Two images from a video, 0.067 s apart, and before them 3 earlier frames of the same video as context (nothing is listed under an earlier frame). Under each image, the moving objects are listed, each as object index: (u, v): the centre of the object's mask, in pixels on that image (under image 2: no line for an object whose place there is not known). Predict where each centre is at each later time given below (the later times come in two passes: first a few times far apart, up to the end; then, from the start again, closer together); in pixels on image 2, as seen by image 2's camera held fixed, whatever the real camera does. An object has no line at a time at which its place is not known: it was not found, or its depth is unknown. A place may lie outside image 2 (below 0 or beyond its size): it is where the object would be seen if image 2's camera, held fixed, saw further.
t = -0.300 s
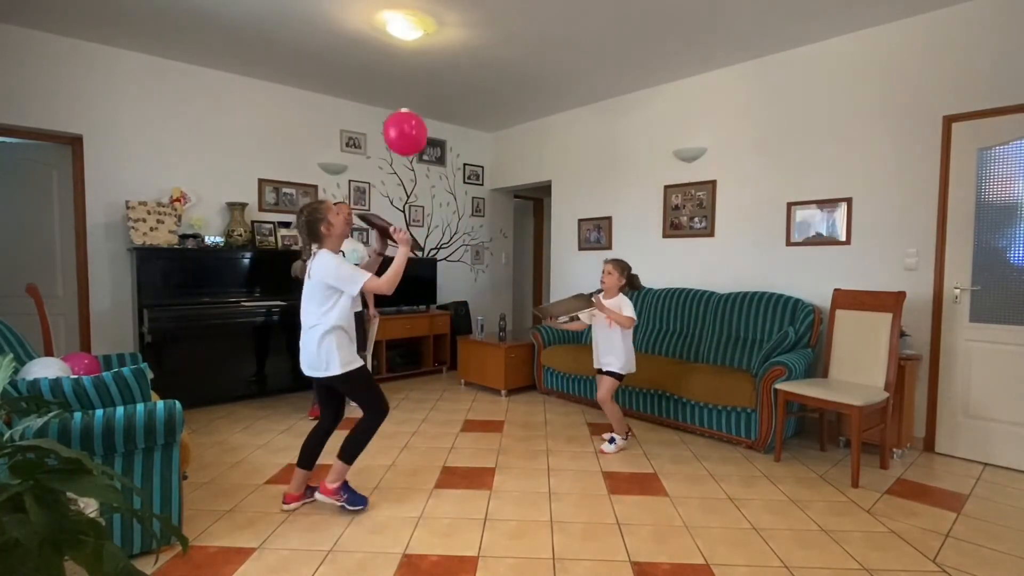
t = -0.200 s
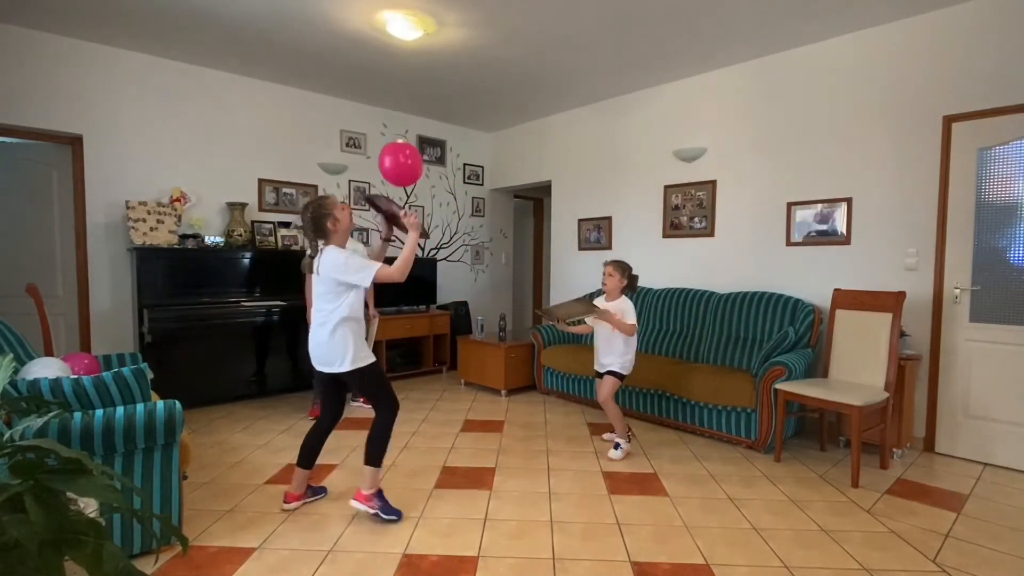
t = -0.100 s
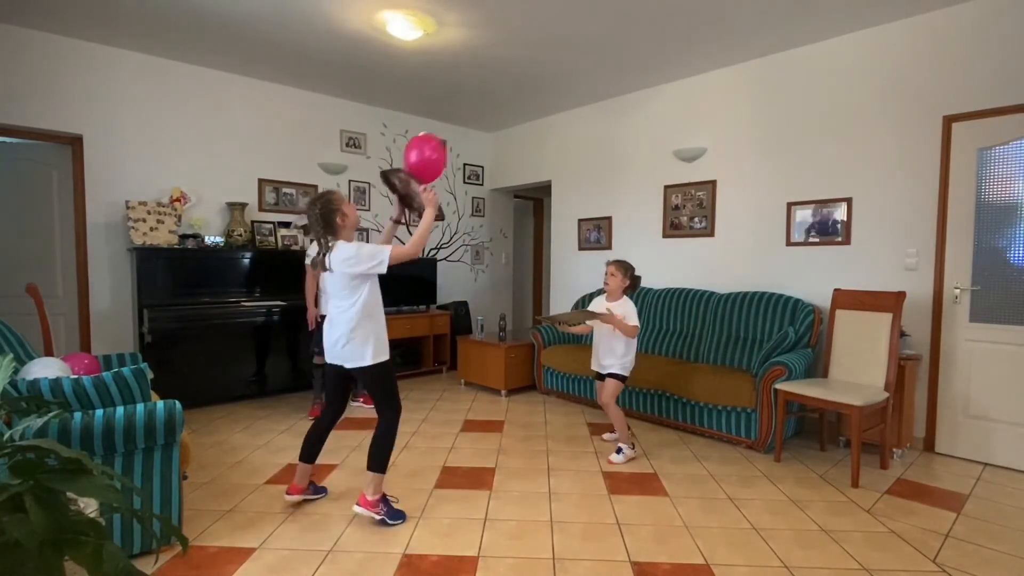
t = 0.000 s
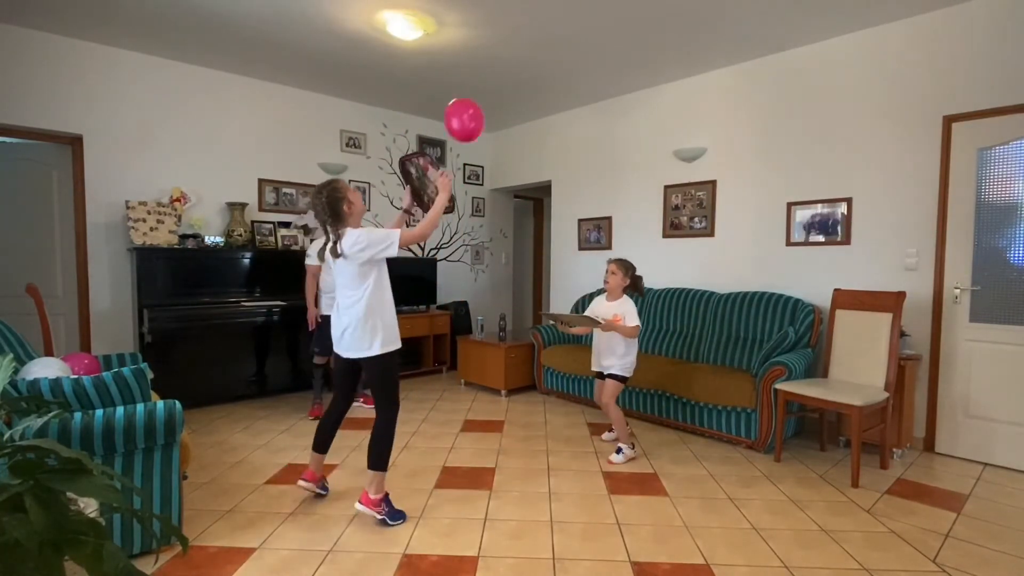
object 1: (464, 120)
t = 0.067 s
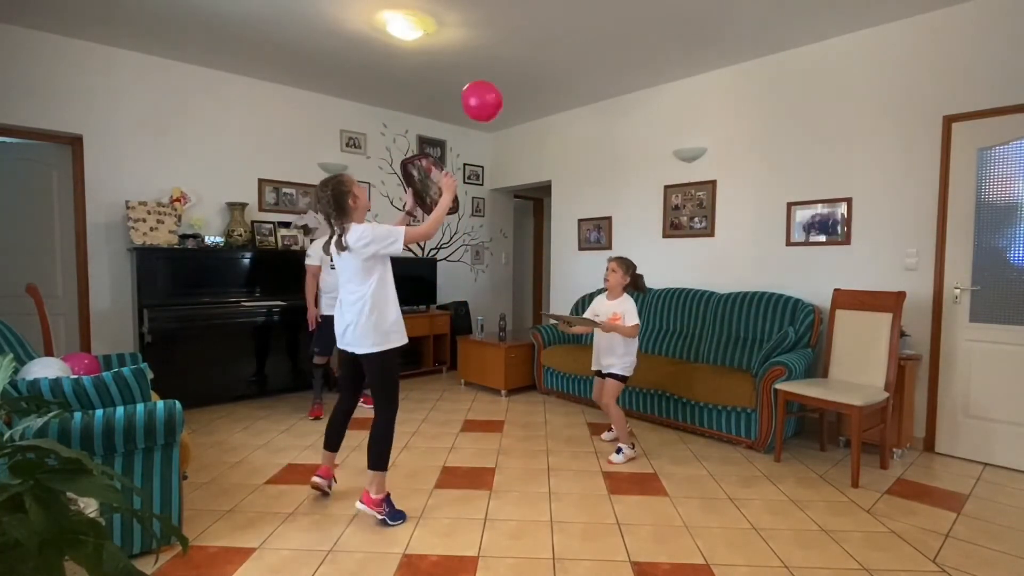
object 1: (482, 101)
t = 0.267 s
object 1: (519, 63)
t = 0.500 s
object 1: (546, 46)
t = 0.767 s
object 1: (565, 57)
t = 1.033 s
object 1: (578, 93)
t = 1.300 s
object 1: (584, 143)
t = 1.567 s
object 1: (592, 203)
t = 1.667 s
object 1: (594, 229)
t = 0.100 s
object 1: (490, 93)
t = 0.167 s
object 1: (503, 79)
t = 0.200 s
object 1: (509, 73)
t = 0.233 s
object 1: (514, 68)
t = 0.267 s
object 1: (519, 63)
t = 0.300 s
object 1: (523, 59)
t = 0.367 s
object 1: (532, 53)
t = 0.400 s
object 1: (536, 50)
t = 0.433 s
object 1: (539, 48)
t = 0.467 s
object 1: (543, 47)
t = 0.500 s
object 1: (546, 46)
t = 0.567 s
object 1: (552, 45)
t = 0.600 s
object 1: (554, 46)
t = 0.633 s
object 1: (556, 48)
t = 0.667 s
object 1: (559, 50)
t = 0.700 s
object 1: (561, 52)
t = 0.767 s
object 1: (565, 57)
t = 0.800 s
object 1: (567, 61)
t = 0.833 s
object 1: (568, 65)
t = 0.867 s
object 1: (570, 69)
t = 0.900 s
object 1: (572, 73)
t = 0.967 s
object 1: (575, 83)
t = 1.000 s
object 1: (576, 88)
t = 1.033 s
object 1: (578, 93)
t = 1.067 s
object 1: (579, 99)
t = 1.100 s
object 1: (580, 105)
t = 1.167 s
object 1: (581, 117)
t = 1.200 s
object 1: (582, 123)
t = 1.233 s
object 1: (583, 130)
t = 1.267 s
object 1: (583, 136)
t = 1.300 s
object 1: (584, 143)
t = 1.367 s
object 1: (586, 157)
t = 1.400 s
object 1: (587, 165)
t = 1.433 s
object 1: (588, 172)
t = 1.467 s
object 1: (589, 180)
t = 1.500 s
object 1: (590, 187)
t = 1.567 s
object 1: (592, 203)
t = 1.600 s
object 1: (593, 212)
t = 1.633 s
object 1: (594, 220)
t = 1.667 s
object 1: (594, 229)
